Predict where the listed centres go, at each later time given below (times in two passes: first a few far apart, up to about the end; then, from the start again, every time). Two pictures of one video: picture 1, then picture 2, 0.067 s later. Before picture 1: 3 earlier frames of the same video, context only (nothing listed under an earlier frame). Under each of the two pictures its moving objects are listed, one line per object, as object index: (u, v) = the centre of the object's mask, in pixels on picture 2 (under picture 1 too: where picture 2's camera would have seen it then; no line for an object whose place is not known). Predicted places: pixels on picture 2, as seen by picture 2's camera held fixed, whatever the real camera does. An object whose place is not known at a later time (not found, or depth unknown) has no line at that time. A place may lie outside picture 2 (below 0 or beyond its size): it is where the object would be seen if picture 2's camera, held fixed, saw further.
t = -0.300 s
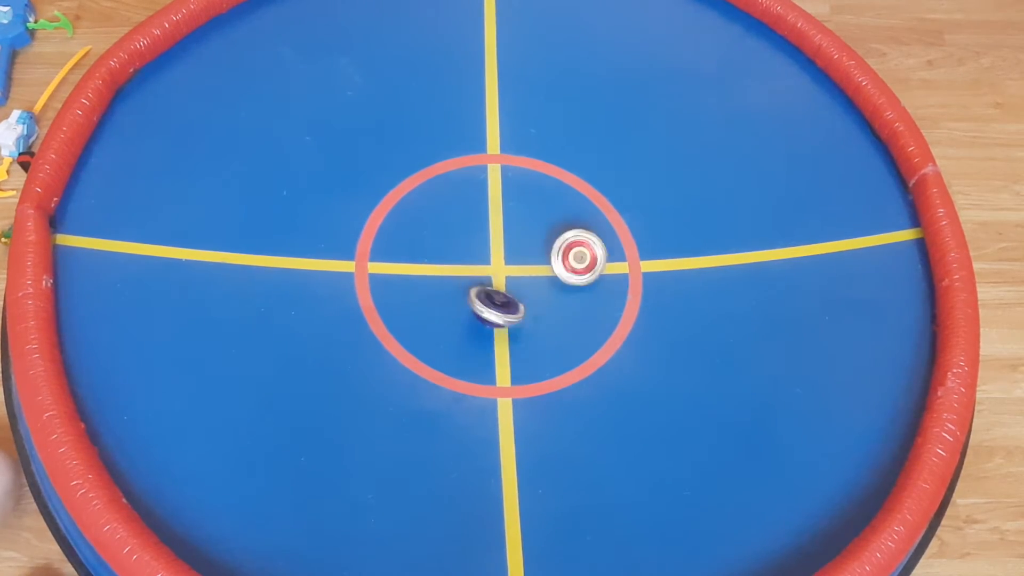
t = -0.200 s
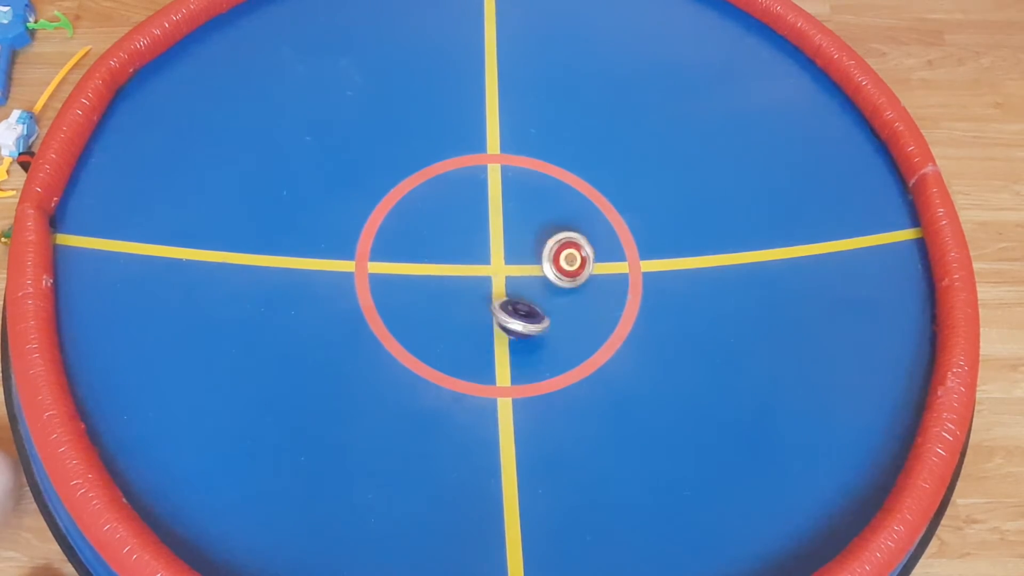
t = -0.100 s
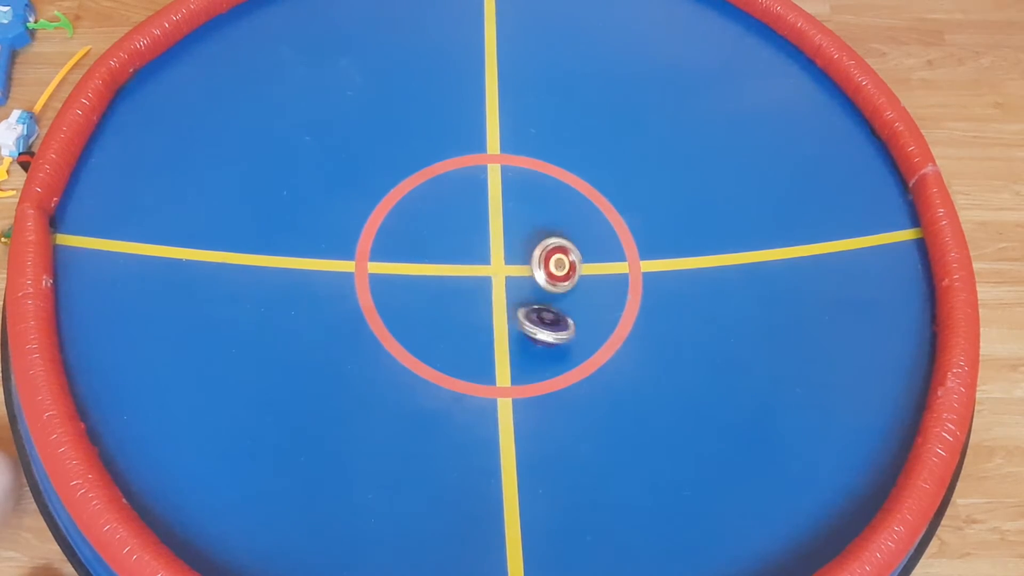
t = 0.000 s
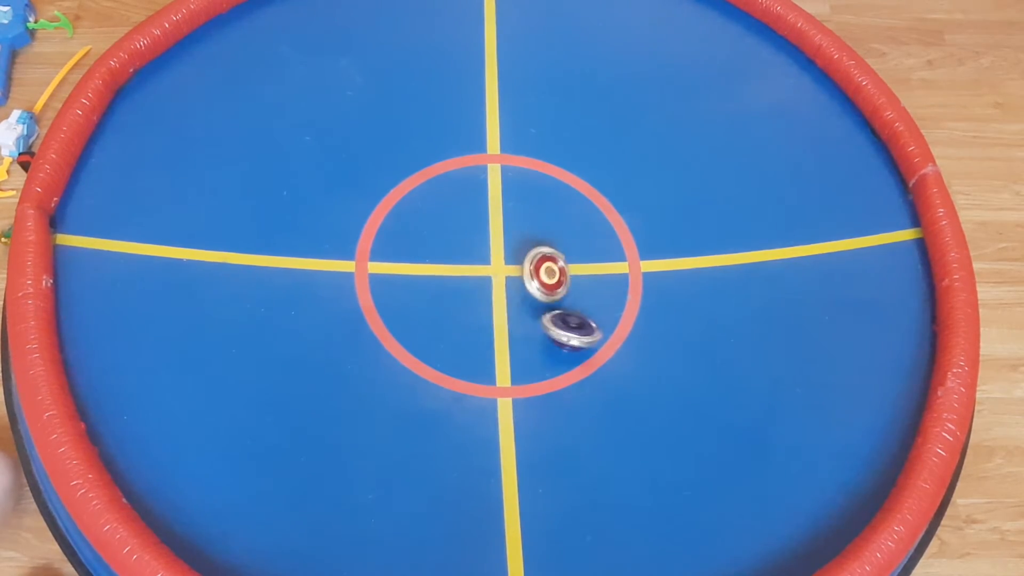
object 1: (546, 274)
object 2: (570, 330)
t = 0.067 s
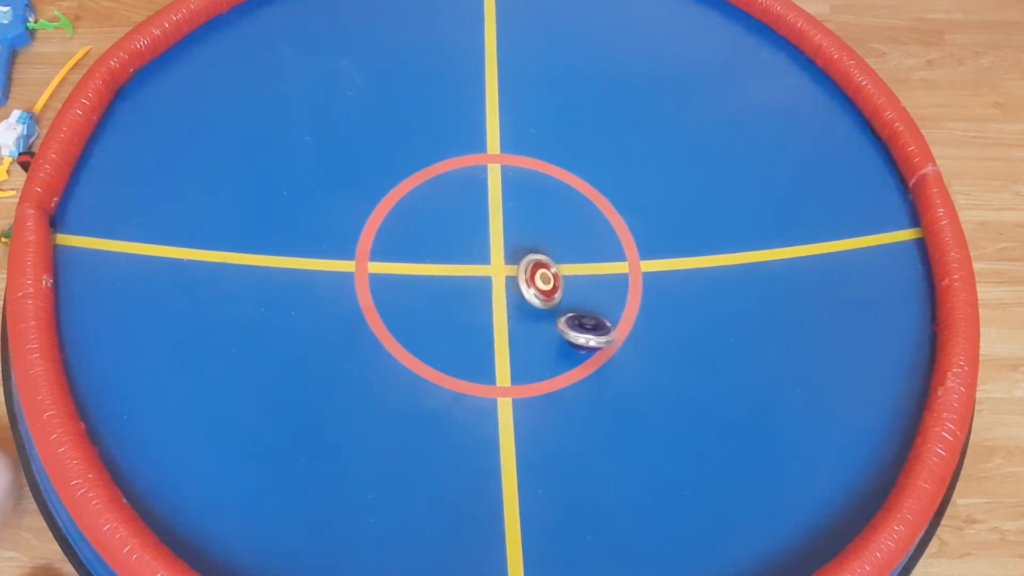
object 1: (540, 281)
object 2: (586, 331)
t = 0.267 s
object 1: (535, 302)
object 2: (621, 328)
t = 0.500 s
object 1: (549, 313)
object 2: (638, 307)
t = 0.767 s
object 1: (562, 294)
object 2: (634, 263)
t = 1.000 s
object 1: (549, 264)
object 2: (619, 223)
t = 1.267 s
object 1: (507, 257)
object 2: (617, 188)
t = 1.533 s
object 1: (495, 287)
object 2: (617, 184)
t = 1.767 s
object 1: (523, 301)
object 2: (621, 186)
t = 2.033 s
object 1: (551, 283)
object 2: (615, 182)
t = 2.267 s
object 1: (547, 260)
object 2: (619, 185)
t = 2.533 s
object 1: (526, 252)
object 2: (618, 185)
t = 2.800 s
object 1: (510, 263)
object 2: (617, 184)
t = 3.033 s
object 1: (501, 272)
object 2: (617, 184)
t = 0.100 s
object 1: (538, 284)
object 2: (593, 332)
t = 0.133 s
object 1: (536, 288)
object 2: (599, 332)
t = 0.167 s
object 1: (535, 293)
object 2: (605, 332)
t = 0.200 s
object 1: (534, 296)
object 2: (611, 331)
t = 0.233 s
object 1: (534, 300)
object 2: (616, 330)
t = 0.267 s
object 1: (535, 302)
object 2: (621, 328)
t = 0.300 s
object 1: (536, 305)
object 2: (624, 326)
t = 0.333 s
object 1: (538, 308)
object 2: (628, 324)
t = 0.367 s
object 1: (539, 310)
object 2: (631, 321)
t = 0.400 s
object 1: (542, 311)
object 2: (633, 318)
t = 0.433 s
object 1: (544, 312)
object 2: (635, 314)
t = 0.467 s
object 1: (546, 313)
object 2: (637, 311)
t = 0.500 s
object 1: (549, 313)
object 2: (638, 307)
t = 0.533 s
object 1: (551, 312)
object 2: (639, 302)
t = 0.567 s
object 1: (553, 311)
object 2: (640, 298)
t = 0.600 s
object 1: (556, 309)
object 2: (639, 293)
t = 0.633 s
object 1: (557, 307)
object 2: (639, 287)
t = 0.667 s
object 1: (559, 304)
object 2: (639, 281)
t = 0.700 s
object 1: (560, 301)
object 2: (638, 275)
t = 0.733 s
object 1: (561, 297)
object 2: (636, 269)
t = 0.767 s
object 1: (562, 294)
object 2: (634, 263)
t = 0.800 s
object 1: (562, 290)
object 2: (632, 257)
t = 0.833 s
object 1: (562, 285)
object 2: (630, 251)
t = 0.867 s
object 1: (561, 281)
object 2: (627, 245)
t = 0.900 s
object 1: (559, 276)
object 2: (625, 240)
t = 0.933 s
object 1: (557, 272)
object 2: (623, 234)
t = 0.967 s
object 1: (553, 268)
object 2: (621, 228)
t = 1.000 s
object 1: (549, 264)
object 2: (619, 223)
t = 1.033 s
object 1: (544, 261)
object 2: (617, 216)
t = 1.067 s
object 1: (539, 258)
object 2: (616, 211)
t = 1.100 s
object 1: (534, 256)
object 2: (615, 207)
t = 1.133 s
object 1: (528, 255)
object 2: (615, 201)
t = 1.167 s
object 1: (523, 254)
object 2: (615, 197)
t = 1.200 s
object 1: (517, 255)
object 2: (615, 194)
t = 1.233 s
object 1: (512, 256)
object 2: (616, 190)
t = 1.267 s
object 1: (507, 257)
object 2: (617, 188)
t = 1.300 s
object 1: (503, 260)
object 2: (617, 186)
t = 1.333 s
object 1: (499, 263)
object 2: (617, 184)
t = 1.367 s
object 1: (496, 266)
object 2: (617, 183)
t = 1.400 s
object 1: (494, 270)
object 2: (617, 182)
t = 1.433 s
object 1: (493, 274)
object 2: (617, 182)
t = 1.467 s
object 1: (492, 279)
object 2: (617, 182)
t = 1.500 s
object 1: (493, 283)
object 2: (617, 183)
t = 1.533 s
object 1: (495, 287)
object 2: (617, 184)
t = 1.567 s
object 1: (497, 291)
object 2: (618, 184)
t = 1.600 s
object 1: (501, 294)
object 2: (619, 185)
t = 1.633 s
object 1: (505, 296)
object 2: (620, 186)
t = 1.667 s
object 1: (509, 298)
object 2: (621, 186)
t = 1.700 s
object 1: (514, 299)
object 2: (621, 186)
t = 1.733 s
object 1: (519, 300)
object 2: (621, 186)
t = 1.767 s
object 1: (523, 301)
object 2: (621, 186)
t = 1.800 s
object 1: (527, 300)
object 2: (620, 186)
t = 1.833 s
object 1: (532, 298)
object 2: (620, 185)
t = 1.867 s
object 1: (536, 297)
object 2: (619, 185)
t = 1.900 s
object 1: (540, 295)
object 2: (618, 184)
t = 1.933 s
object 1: (543, 293)
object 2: (617, 184)
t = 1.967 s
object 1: (547, 290)
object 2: (616, 183)
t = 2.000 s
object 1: (549, 287)
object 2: (616, 183)
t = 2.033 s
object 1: (551, 283)
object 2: (615, 182)
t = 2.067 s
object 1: (553, 280)
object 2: (615, 182)
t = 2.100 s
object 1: (553, 276)
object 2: (615, 182)
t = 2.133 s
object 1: (553, 272)
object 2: (616, 183)
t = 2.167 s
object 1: (551, 268)
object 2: (616, 184)
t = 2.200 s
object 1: (551, 265)
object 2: (617, 184)
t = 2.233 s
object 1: (549, 262)
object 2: (618, 185)
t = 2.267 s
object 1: (547, 260)
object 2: (619, 185)
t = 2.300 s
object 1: (545, 258)
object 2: (619, 185)
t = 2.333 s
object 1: (542, 256)
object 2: (620, 186)
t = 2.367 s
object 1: (540, 254)
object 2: (620, 186)
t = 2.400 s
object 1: (537, 254)
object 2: (620, 186)
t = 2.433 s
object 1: (534, 254)
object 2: (620, 186)
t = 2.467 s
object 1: (532, 254)
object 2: (619, 185)
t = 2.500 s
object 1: (529, 252)
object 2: (619, 185)
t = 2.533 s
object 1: (526, 252)
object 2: (618, 185)
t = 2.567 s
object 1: (524, 253)
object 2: (617, 184)
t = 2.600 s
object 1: (522, 255)
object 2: (616, 184)
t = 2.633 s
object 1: (518, 257)
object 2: (616, 183)
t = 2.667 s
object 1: (516, 258)
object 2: (616, 183)
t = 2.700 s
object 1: (513, 258)
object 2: (616, 183)
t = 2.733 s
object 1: (512, 259)
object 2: (616, 183)
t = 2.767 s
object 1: (511, 261)
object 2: (616, 184)
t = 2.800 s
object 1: (510, 263)
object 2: (617, 184)
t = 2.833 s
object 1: (508, 265)
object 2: (617, 185)
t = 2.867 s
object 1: (506, 266)
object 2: (618, 185)
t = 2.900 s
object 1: (505, 267)
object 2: (618, 185)
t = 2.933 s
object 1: (504, 269)
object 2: (618, 185)
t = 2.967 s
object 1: (503, 270)
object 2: (618, 185)
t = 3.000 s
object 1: (502, 271)
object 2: (617, 185)
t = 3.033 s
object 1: (501, 272)
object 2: (617, 184)
